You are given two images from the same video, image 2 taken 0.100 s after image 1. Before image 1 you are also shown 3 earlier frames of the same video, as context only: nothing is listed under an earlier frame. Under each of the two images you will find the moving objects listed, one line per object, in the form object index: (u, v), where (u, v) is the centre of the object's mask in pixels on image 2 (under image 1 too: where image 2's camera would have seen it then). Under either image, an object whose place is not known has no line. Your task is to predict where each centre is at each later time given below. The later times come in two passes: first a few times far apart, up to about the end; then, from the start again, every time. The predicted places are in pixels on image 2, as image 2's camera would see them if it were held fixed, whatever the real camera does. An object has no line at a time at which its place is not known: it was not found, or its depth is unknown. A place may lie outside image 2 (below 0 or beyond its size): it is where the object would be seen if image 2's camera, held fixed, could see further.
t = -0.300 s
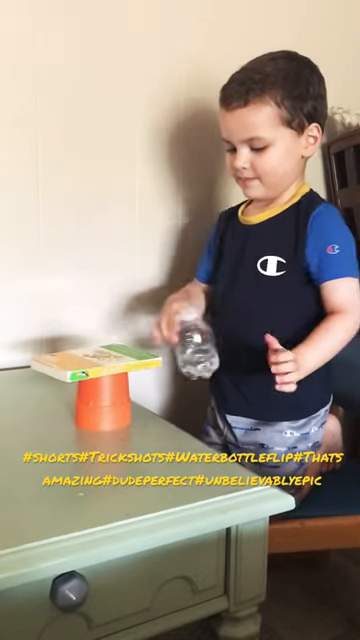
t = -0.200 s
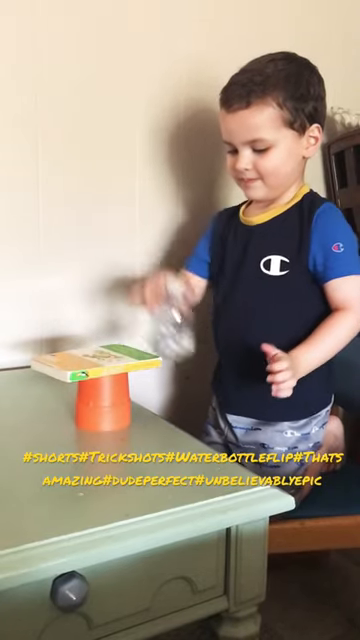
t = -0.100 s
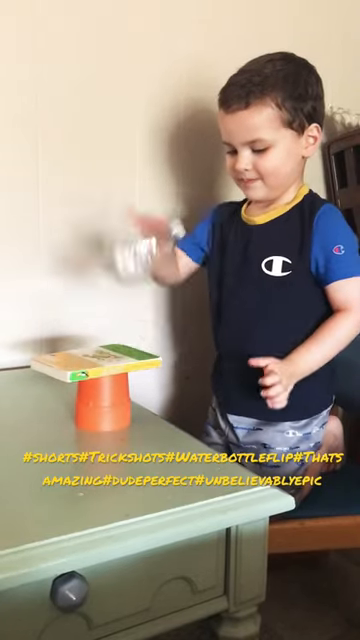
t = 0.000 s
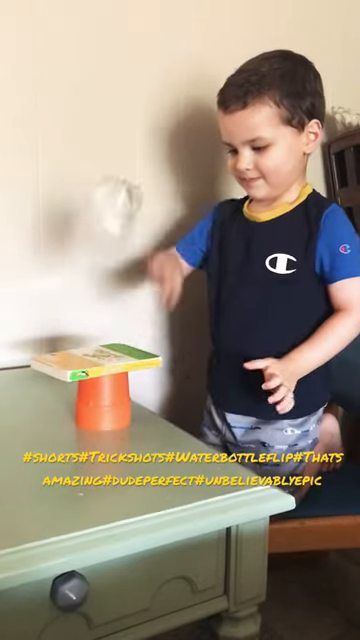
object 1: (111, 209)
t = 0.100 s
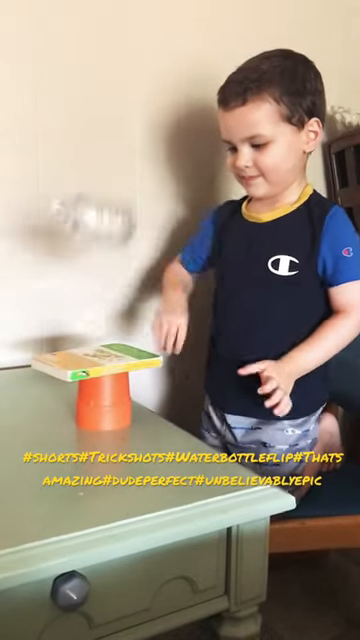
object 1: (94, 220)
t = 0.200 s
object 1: (86, 308)
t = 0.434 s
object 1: (86, 318)
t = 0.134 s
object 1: (94, 241)
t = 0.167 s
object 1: (87, 270)
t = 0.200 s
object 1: (86, 308)
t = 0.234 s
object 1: (88, 317)
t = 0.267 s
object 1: (86, 319)
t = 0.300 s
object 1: (84, 319)
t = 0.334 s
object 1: (86, 319)
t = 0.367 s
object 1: (86, 318)
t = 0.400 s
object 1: (86, 318)
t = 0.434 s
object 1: (86, 318)
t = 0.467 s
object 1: (86, 318)
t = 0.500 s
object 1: (87, 318)
